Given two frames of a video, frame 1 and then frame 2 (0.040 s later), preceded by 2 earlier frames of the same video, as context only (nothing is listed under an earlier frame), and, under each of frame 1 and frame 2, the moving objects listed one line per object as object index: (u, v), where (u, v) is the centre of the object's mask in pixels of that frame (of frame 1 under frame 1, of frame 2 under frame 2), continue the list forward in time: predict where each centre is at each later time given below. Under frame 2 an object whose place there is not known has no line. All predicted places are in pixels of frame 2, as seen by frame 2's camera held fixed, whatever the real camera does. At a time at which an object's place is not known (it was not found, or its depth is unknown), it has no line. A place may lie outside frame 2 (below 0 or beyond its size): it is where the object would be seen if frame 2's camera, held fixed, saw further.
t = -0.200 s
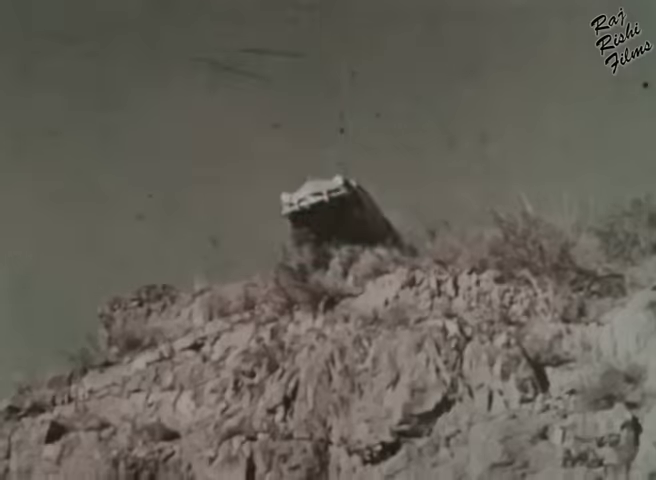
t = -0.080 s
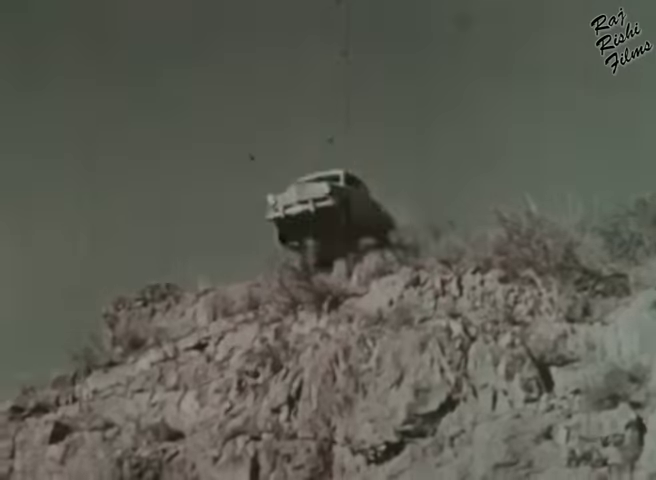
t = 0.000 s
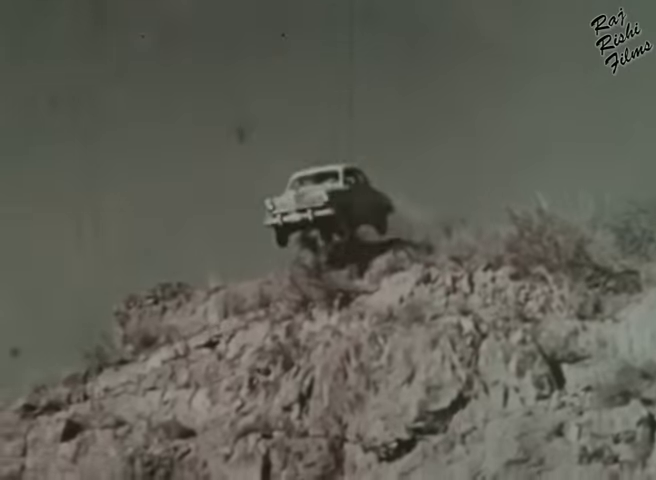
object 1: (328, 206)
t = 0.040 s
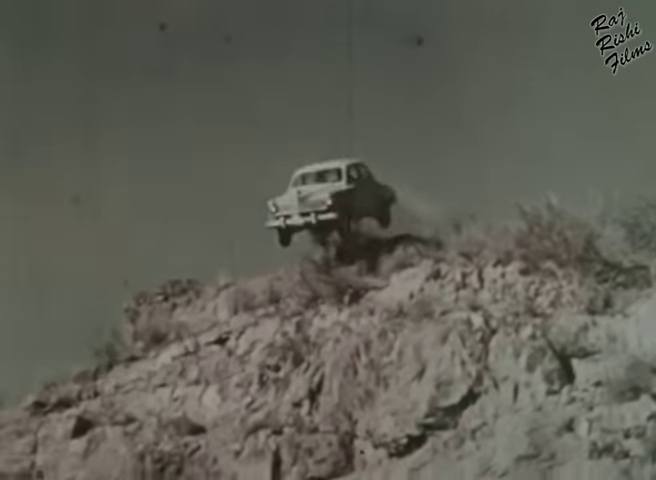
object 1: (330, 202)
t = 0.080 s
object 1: (323, 203)
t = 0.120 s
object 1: (317, 203)
